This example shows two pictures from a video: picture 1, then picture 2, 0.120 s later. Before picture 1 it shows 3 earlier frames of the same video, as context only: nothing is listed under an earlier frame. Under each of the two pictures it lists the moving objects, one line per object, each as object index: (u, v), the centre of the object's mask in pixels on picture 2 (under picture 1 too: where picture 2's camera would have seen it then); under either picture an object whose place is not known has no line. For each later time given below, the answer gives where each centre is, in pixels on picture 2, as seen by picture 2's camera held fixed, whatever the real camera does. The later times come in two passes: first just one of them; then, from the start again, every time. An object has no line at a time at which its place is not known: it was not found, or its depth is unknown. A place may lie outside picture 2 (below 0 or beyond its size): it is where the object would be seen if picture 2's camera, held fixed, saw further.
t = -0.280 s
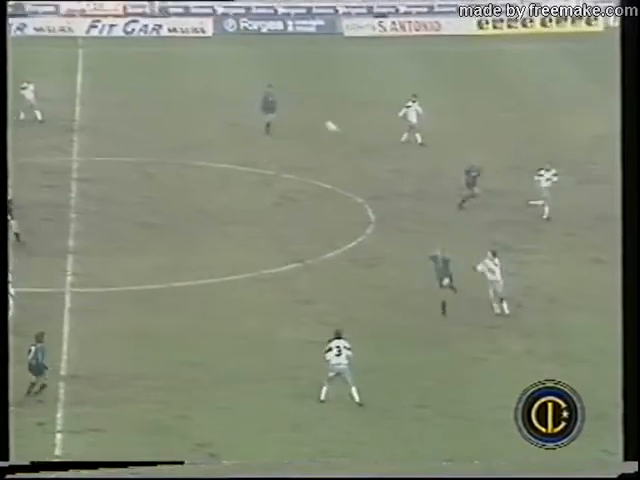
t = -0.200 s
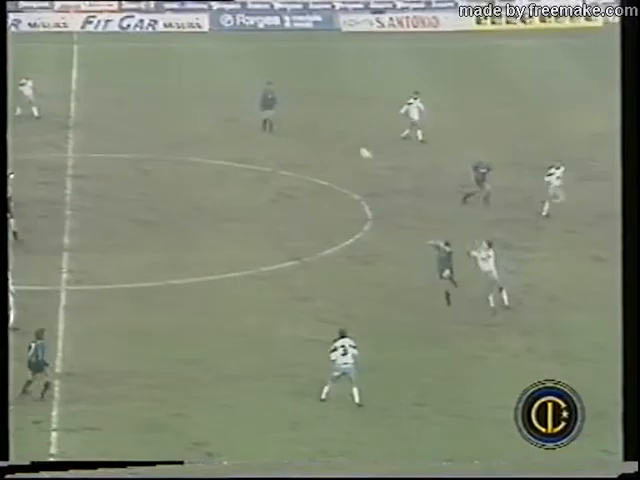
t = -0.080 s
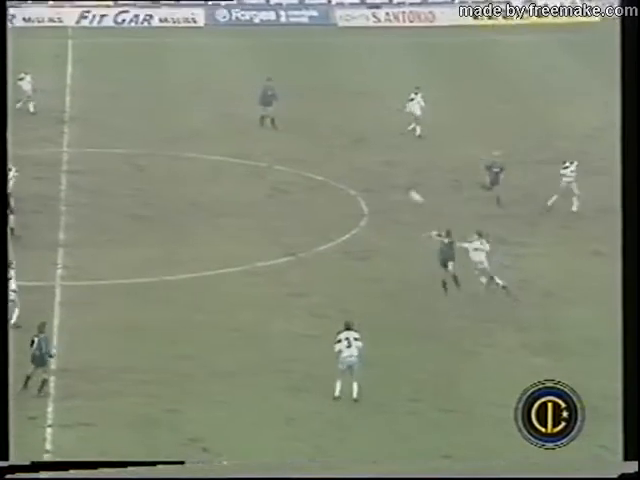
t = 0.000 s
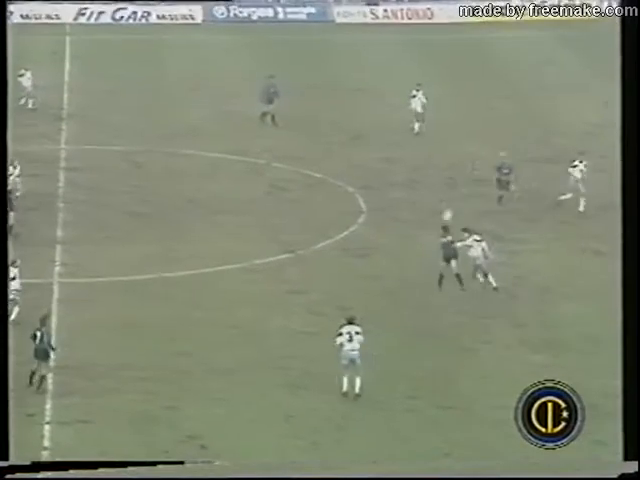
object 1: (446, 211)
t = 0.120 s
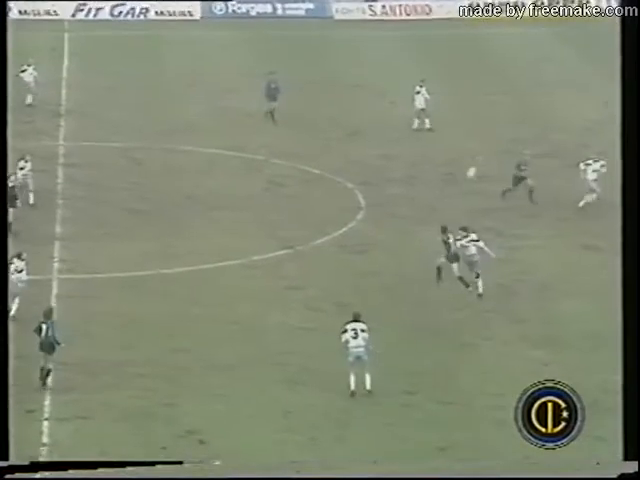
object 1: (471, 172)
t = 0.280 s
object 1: (503, 130)
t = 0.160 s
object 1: (478, 161)
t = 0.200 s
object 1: (486, 149)
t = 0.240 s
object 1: (494, 140)
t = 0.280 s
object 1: (503, 130)
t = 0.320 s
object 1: (510, 120)
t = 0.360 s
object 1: (518, 112)
